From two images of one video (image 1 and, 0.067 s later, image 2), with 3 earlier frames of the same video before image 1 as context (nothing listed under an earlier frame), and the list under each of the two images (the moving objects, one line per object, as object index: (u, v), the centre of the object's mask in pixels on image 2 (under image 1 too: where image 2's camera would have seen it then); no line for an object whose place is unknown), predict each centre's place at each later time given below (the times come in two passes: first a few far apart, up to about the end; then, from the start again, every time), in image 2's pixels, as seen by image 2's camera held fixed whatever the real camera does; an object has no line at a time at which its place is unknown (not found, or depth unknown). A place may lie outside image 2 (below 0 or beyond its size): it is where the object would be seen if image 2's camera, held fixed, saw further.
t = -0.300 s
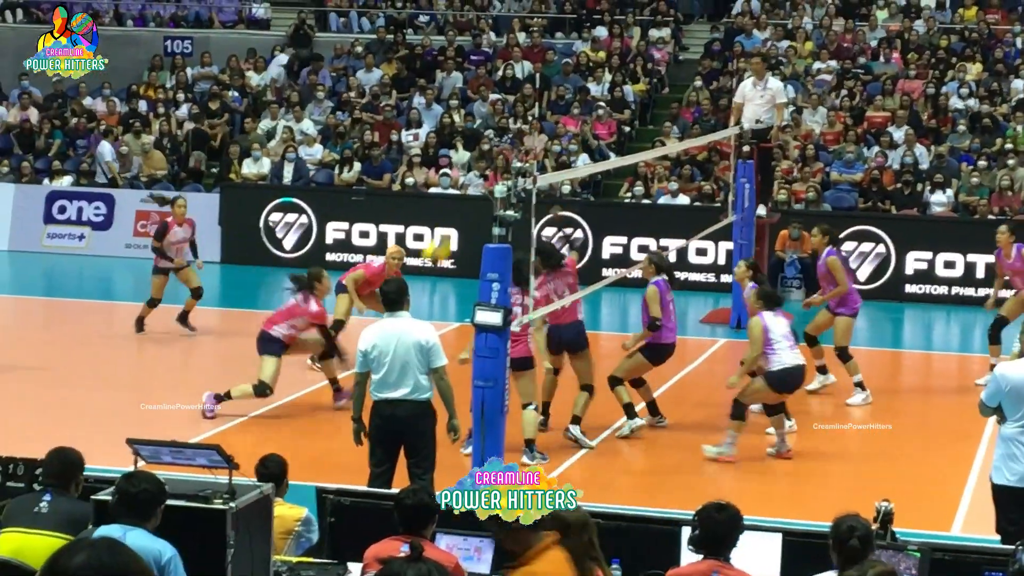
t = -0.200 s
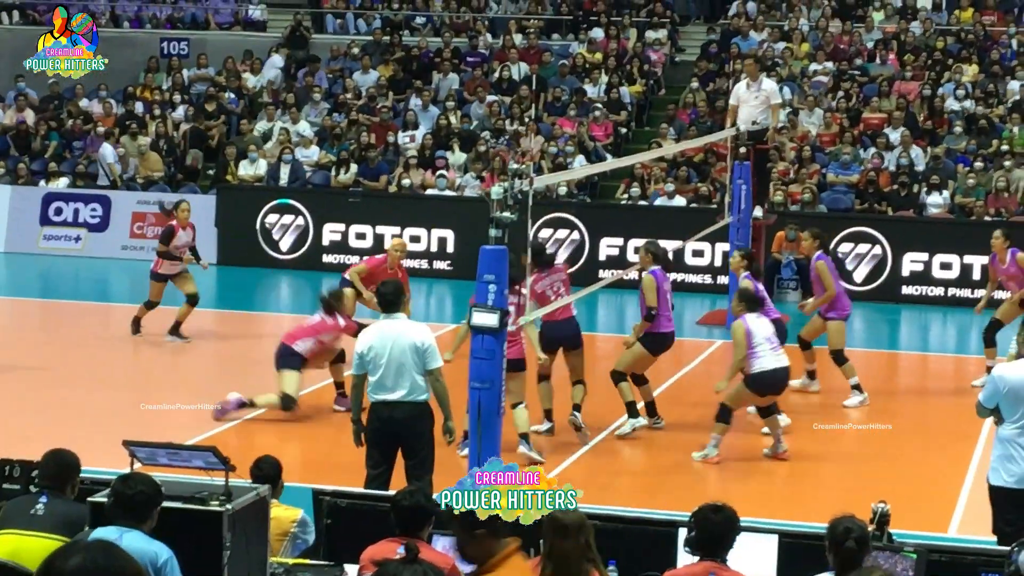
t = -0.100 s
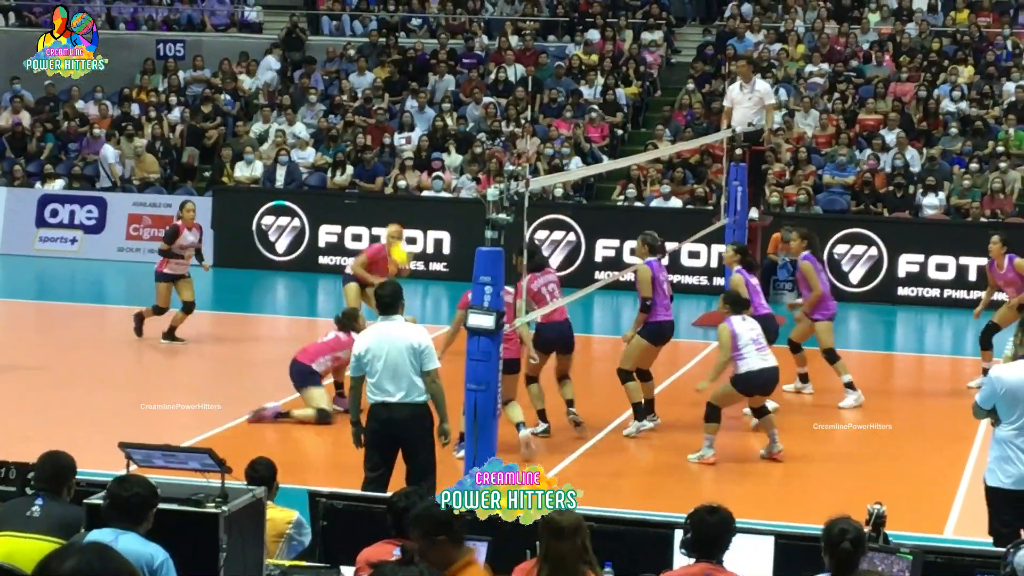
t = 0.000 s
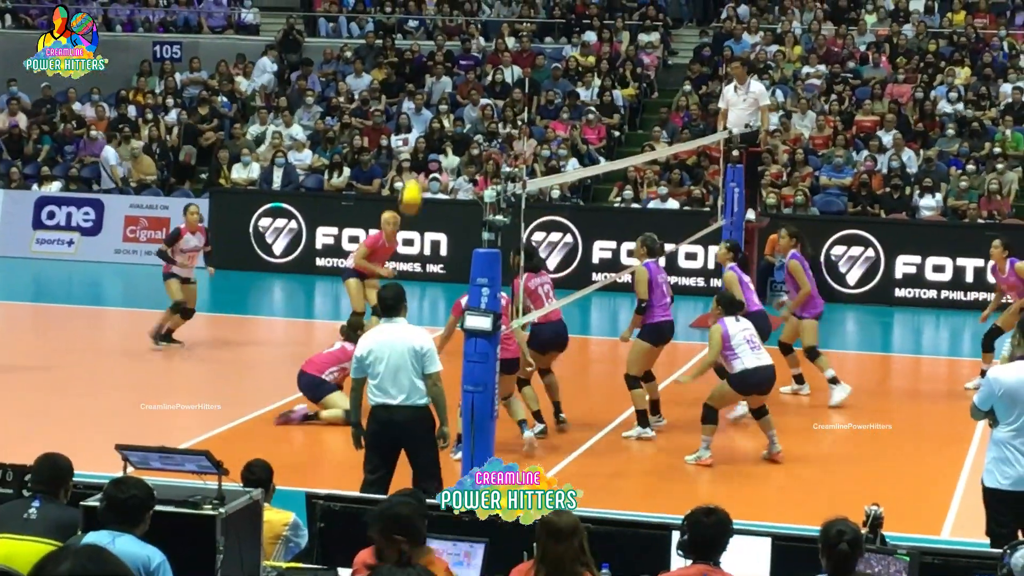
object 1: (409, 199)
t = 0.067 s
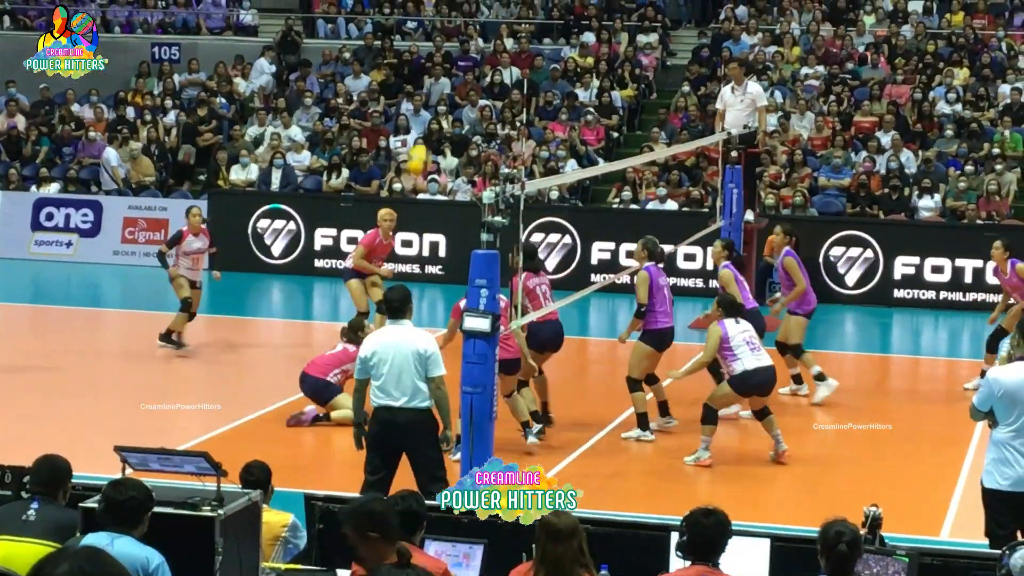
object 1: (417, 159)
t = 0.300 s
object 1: (450, 72)
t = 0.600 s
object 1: (485, 51)
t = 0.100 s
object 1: (423, 145)
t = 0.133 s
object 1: (429, 129)
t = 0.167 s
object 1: (433, 114)
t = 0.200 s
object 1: (437, 103)
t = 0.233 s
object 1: (441, 92)
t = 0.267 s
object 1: (445, 83)
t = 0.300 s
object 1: (450, 72)
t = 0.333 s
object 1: (454, 65)
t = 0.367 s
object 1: (457, 59)
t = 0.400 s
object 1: (461, 54)
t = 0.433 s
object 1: (466, 51)
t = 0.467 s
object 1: (470, 48)
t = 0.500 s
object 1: (473, 47)
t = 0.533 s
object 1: (478, 47)
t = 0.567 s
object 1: (482, 48)
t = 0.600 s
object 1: (485, 51)
